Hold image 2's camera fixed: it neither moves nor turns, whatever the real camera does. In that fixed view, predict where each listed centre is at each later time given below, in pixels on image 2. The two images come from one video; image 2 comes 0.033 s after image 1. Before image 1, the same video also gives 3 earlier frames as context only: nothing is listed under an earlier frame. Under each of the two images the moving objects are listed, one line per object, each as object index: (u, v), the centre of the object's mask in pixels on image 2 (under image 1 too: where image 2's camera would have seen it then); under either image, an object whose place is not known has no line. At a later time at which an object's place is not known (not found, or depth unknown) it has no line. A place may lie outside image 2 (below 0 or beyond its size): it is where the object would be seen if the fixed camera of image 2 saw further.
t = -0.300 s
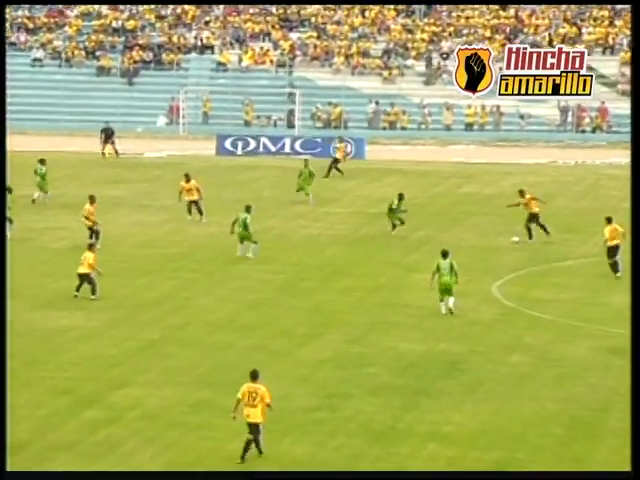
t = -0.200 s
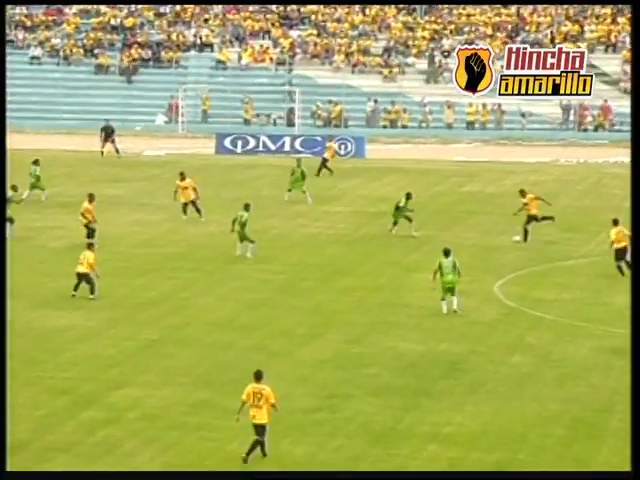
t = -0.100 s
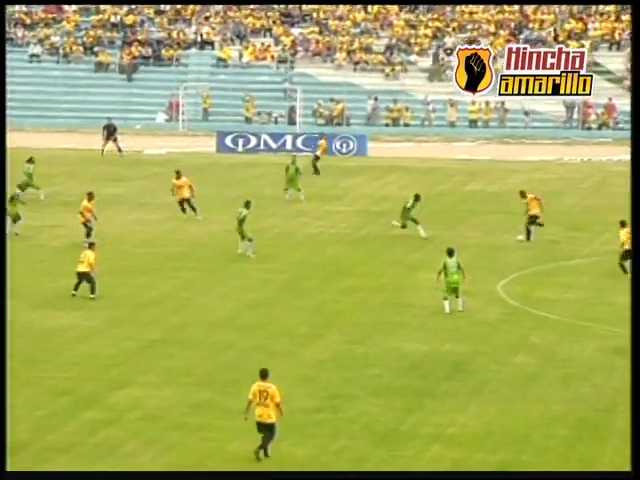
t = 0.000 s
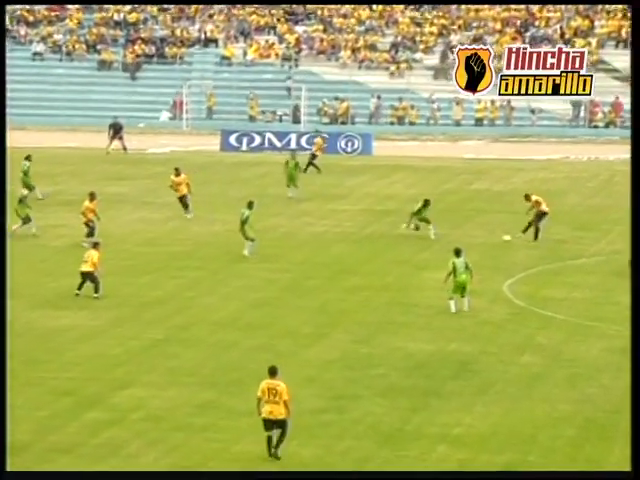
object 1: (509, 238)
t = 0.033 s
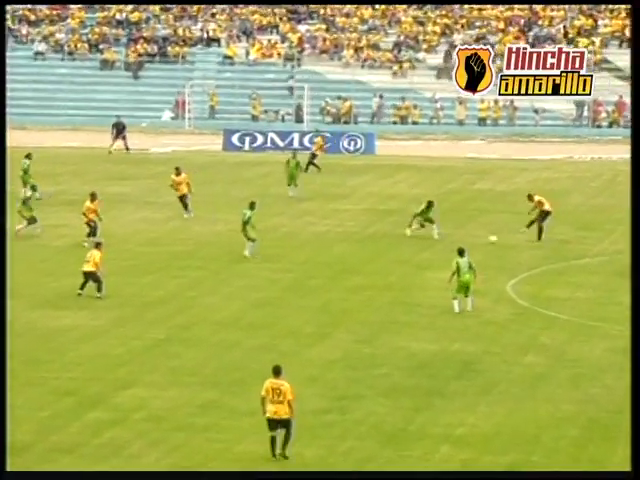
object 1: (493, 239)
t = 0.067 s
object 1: (476, 239)
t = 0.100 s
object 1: (460, 240)
